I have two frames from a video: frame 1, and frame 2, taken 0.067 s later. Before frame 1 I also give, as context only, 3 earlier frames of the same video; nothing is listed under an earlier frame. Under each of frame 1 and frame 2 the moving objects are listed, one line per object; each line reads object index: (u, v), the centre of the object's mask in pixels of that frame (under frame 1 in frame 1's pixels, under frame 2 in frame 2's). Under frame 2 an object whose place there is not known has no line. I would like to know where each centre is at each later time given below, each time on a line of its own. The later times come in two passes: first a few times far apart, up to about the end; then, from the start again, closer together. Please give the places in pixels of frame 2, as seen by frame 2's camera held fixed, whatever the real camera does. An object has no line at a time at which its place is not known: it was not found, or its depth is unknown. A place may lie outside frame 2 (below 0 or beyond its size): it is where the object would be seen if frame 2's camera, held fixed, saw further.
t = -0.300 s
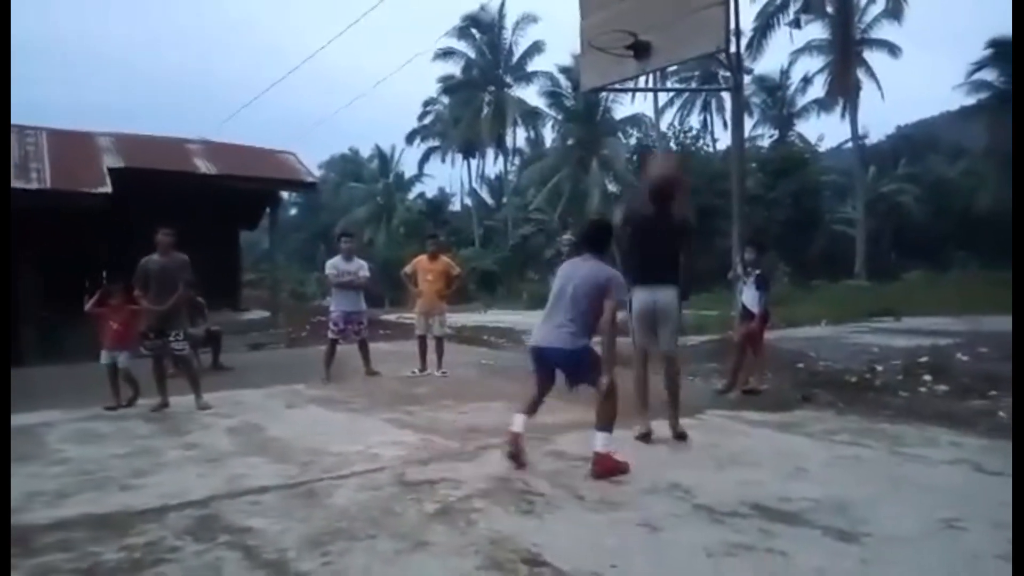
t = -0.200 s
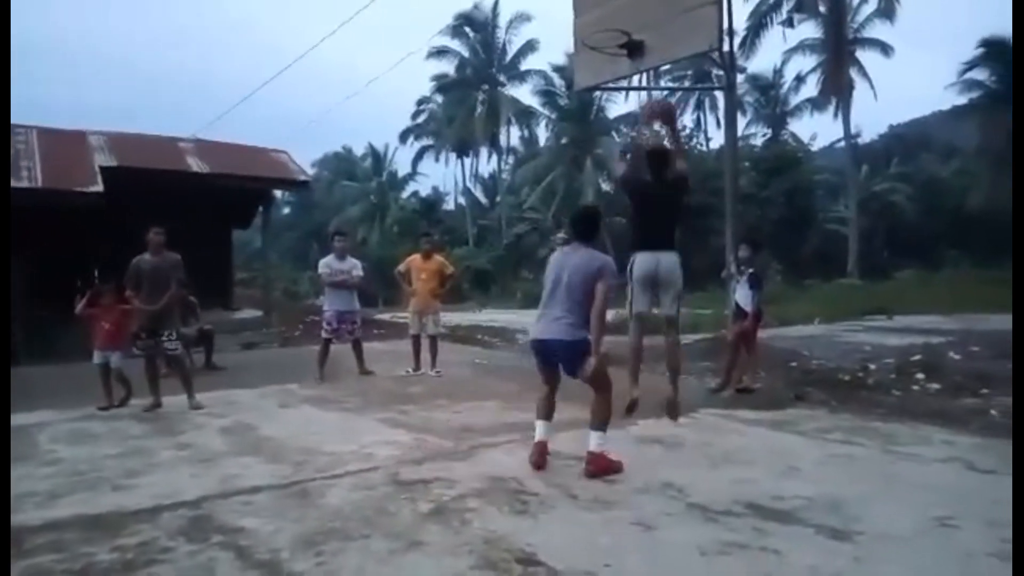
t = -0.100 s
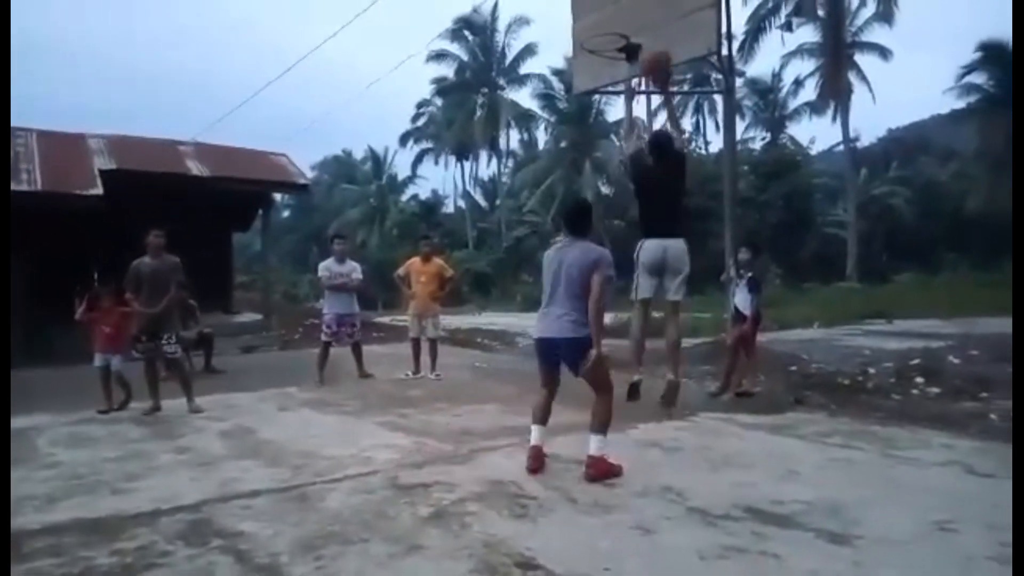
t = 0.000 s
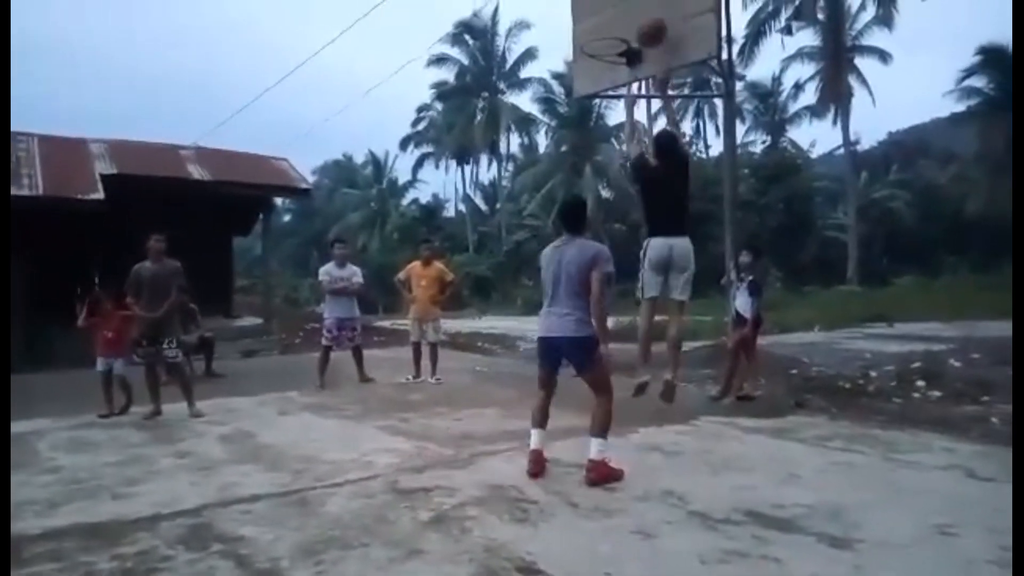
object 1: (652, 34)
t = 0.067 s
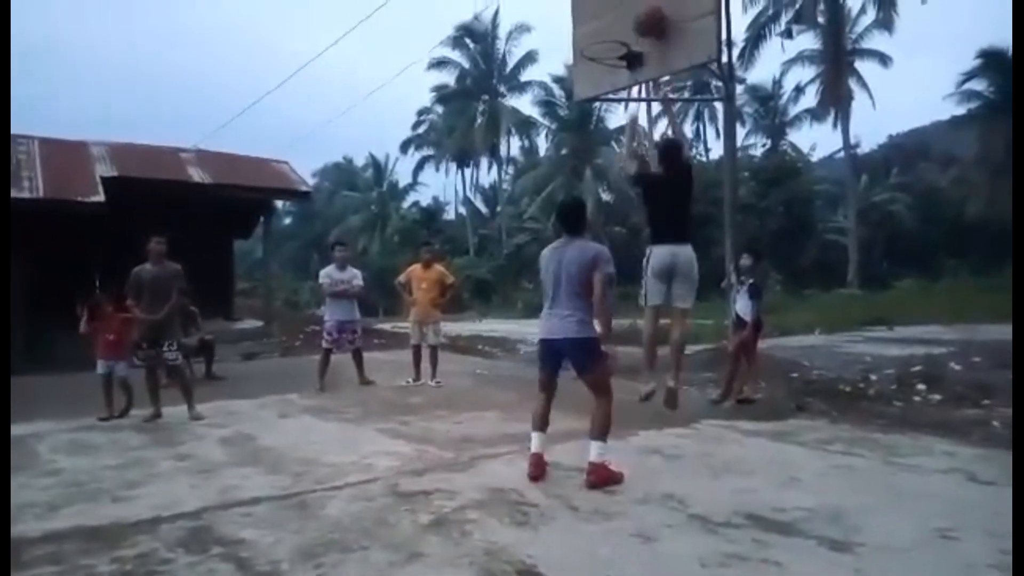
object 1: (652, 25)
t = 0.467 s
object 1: (602, 64)
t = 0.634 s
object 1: (602, 129)
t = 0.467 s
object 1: (602, 64)
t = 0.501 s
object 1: (603, 75)
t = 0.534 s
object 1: (602, 85)
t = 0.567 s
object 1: (602, 97)
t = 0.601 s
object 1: (601, 109)
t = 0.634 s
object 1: (602, 129)
